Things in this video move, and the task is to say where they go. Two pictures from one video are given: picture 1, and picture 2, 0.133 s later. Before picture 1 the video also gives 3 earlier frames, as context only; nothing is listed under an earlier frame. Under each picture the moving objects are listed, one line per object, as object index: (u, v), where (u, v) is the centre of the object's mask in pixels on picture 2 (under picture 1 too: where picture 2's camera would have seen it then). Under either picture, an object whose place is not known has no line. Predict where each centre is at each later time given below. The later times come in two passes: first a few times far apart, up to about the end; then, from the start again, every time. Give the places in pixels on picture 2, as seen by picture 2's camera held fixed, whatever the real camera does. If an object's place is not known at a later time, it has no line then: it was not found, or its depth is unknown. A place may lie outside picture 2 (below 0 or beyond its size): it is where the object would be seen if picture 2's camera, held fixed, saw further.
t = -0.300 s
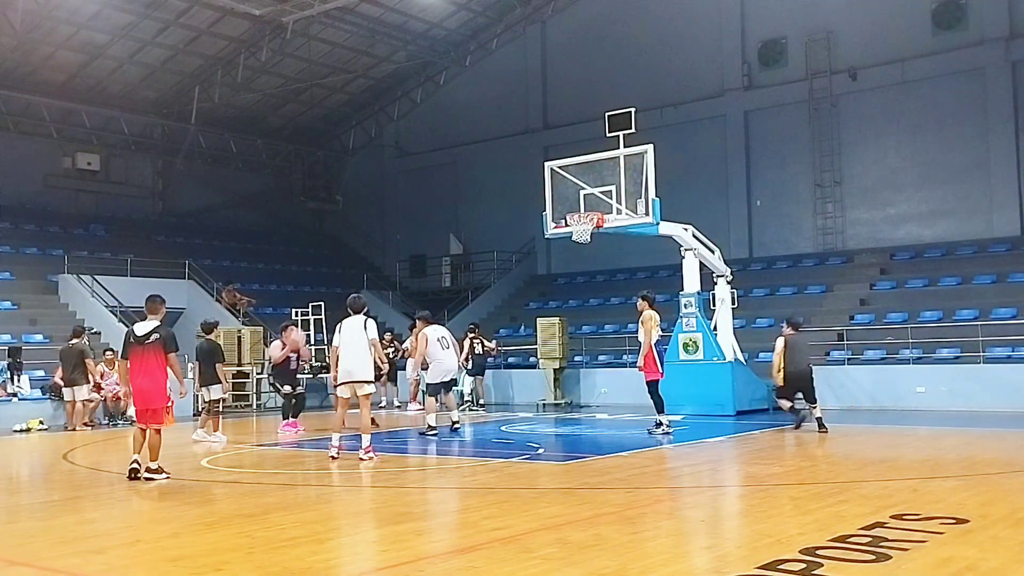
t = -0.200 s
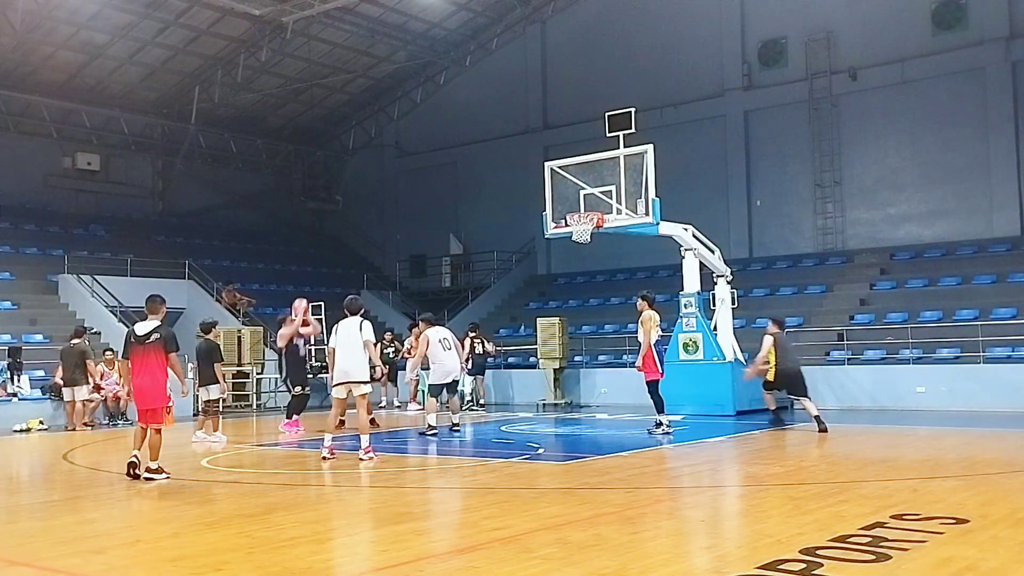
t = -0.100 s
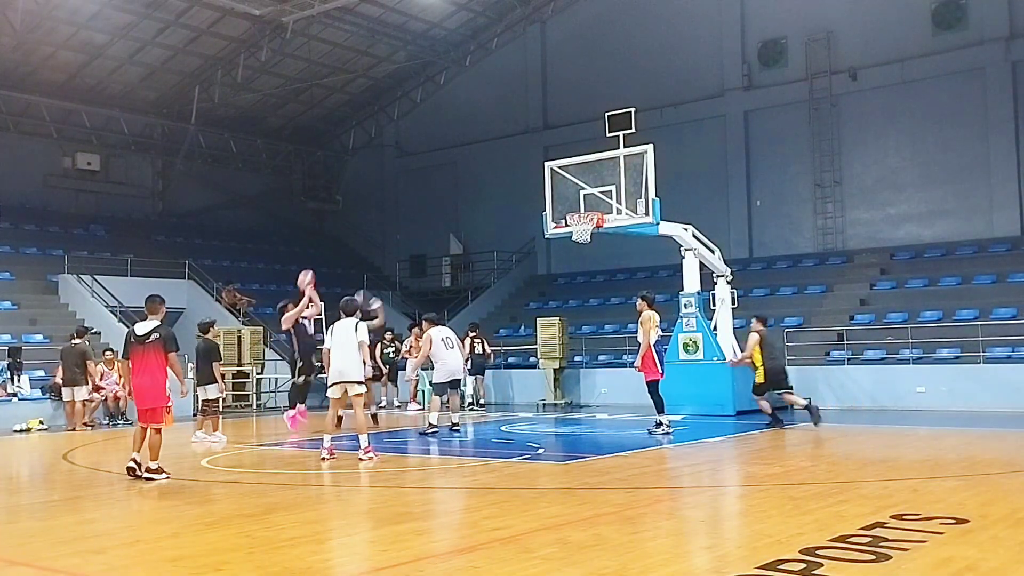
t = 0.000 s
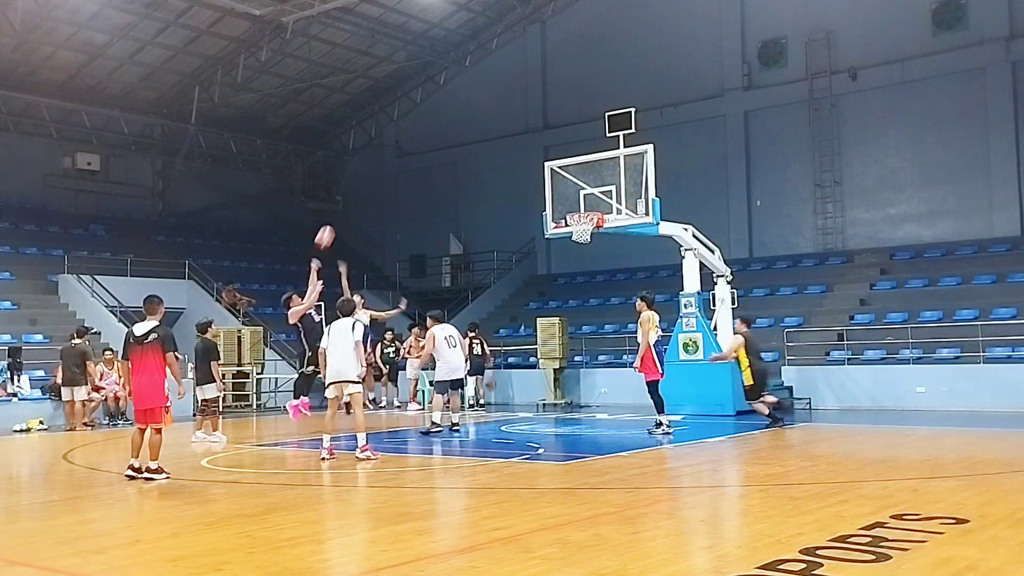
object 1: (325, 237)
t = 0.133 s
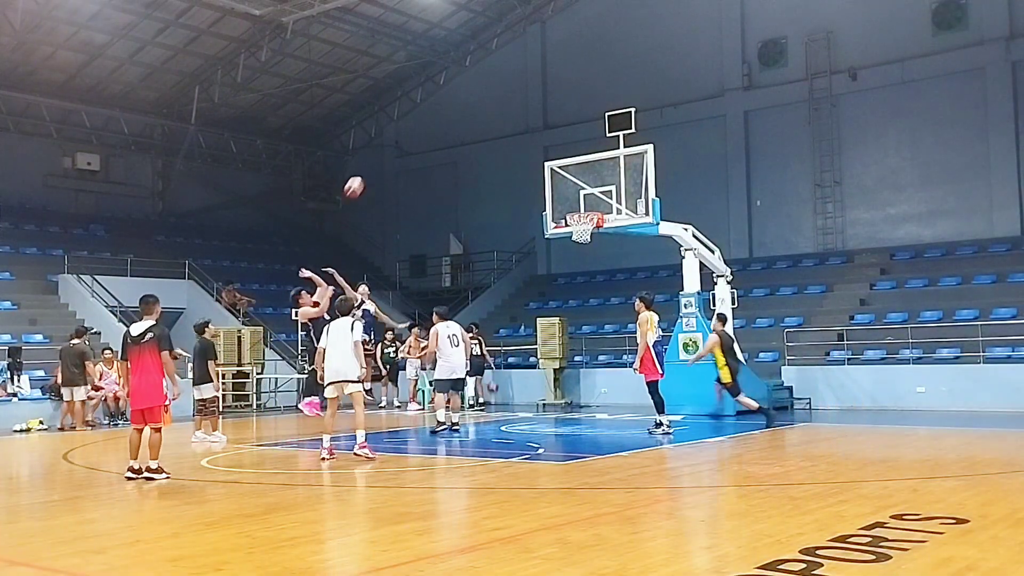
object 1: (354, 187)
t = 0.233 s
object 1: (375, 158)
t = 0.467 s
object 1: (424, 114)
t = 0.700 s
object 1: (472, 107)
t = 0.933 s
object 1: (520, 133)
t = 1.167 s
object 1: (519, 134)
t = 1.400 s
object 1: (476, 115)
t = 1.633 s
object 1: (432, 132)
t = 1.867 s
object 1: (387, 187)
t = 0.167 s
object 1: (361, 177)
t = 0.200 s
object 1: (368, 167)
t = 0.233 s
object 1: (375, 158)
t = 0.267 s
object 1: (382, 150)
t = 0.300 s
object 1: (389, 142)
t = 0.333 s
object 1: (396, 135)
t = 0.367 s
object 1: (403, 129)
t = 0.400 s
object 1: (410, 123)
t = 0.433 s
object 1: (417, 119)
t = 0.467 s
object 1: (424, 114)
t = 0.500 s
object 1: (430, 112)
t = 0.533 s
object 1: (437, 109)
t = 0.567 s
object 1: (444, 107)
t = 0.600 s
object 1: (451, 106)
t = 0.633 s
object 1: (458, 106)
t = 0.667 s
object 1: (465, 106)
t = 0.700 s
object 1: (472, 107)
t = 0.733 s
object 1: (479, 108)
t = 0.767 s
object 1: (485, 111)
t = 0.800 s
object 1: (492, 114)
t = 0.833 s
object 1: (499, 118)
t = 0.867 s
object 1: (506, 122)
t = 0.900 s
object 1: (513, 128)
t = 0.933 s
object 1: (520, 133)
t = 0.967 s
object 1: (527, 140)
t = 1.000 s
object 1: (533, 147)
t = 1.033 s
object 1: (540, 155)
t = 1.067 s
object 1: (537, 153)
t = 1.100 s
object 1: (532, 146)
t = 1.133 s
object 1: (525, 140)
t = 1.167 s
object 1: (519, 134)
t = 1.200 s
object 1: (513, 129)
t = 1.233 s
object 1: (507, 125)
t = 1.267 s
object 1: (500, 122)
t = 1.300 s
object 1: (494, 119)
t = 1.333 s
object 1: (488, 117)
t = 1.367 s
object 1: (482, 116)
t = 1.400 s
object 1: (476, 115)
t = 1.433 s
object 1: (469, 115)
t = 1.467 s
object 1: (463, 116)
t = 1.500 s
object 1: (457, 118)
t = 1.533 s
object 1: (450, 120)
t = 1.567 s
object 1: (444, 123)
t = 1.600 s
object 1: (438, 127)
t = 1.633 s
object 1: (432, 132)
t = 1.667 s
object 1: (425, 137)
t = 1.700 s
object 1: (419, 143)
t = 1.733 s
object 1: (413, 150)
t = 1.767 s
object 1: (406, 159)
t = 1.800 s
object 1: (400, 167)
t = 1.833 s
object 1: (394, 176)
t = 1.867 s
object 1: (387, 187)
